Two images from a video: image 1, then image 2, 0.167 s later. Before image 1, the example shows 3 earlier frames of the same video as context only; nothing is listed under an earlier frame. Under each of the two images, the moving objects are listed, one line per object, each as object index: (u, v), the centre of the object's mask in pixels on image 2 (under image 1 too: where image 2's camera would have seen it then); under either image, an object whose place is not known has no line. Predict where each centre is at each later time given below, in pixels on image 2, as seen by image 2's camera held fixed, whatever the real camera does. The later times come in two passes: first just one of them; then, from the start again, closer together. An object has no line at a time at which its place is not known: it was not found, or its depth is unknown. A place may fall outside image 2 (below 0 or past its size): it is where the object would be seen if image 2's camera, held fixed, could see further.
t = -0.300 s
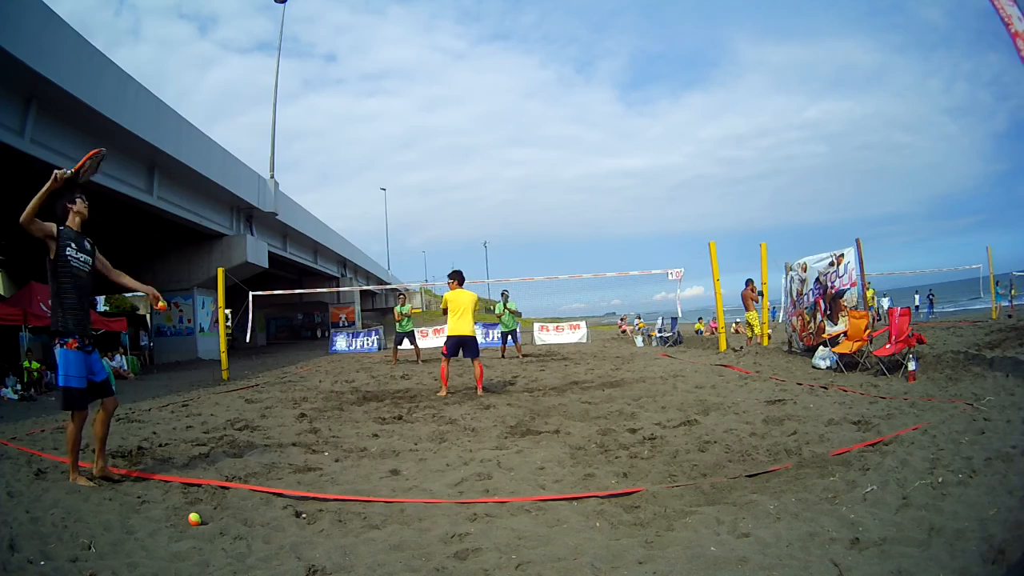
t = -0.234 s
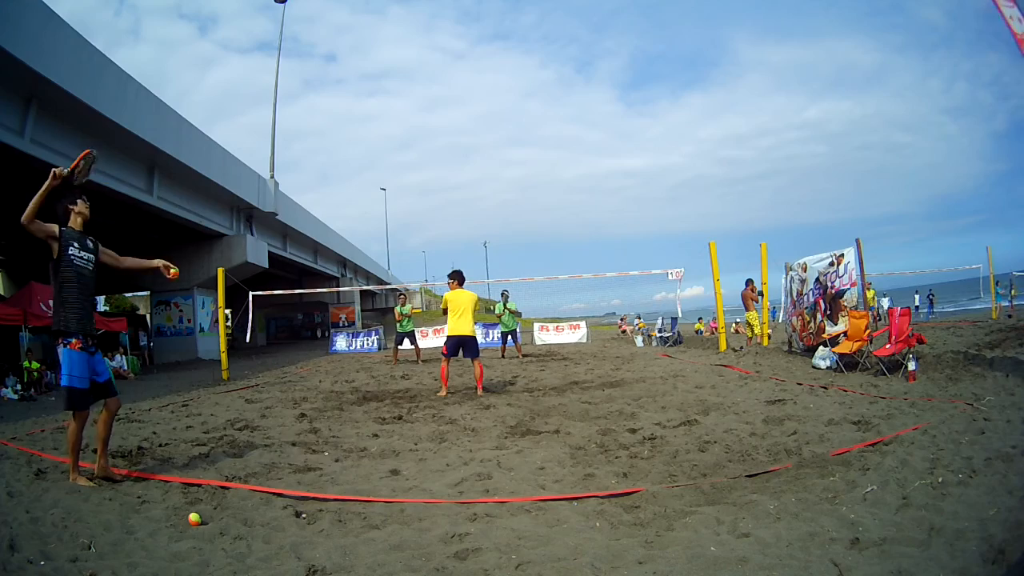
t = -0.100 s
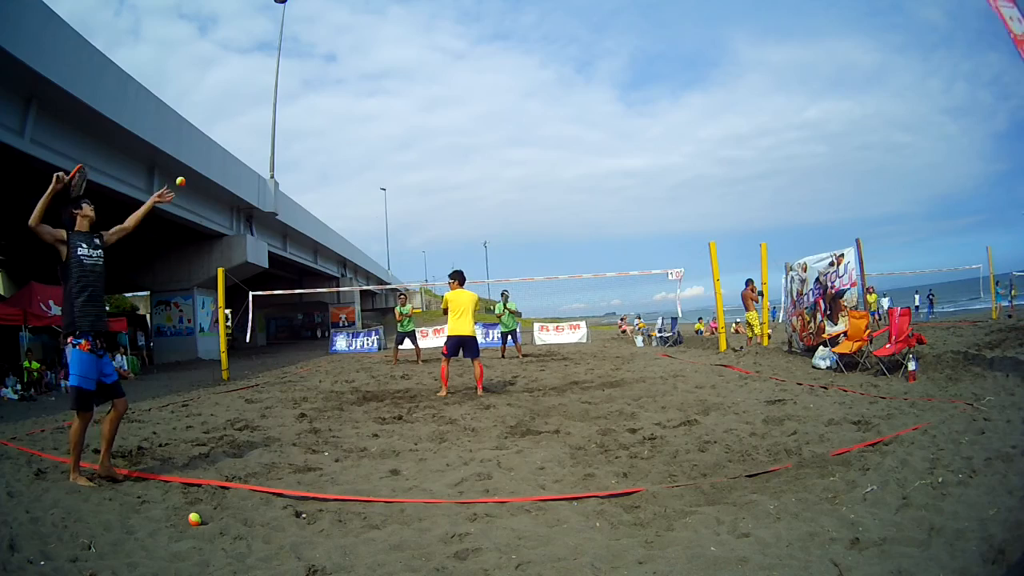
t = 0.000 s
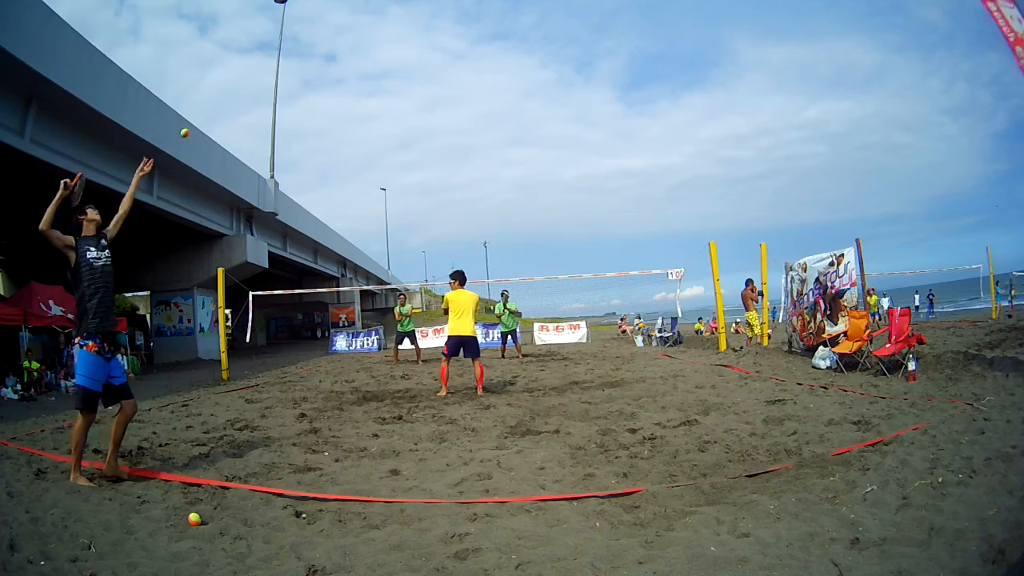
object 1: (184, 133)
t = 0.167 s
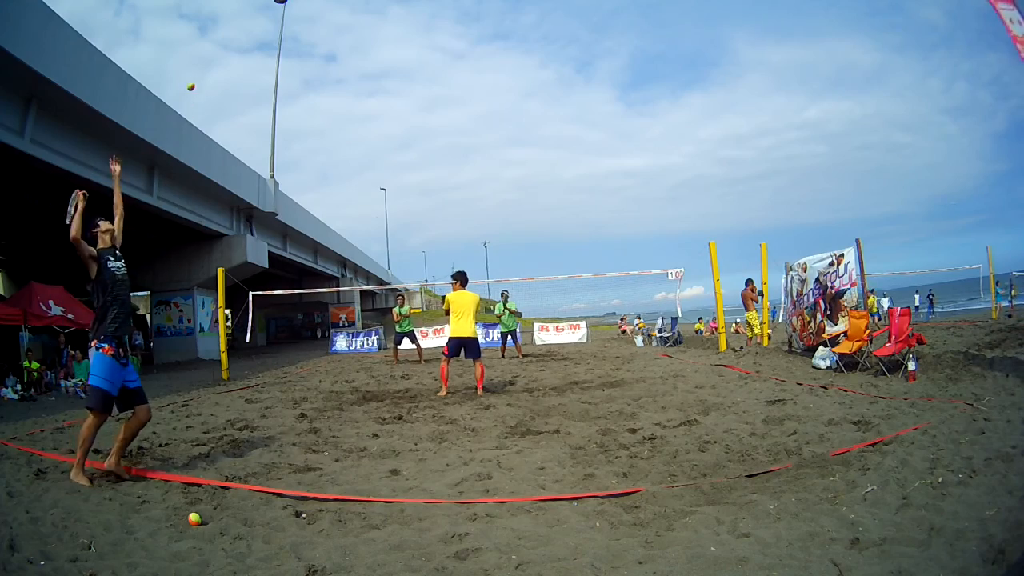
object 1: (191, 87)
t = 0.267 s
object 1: (193, 76)
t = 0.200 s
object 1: (192, 82)
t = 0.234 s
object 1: (192, 78)
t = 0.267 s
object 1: (193, 76)
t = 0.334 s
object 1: (193, 75)
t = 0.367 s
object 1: (193, 77)
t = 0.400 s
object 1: (193, 80)
